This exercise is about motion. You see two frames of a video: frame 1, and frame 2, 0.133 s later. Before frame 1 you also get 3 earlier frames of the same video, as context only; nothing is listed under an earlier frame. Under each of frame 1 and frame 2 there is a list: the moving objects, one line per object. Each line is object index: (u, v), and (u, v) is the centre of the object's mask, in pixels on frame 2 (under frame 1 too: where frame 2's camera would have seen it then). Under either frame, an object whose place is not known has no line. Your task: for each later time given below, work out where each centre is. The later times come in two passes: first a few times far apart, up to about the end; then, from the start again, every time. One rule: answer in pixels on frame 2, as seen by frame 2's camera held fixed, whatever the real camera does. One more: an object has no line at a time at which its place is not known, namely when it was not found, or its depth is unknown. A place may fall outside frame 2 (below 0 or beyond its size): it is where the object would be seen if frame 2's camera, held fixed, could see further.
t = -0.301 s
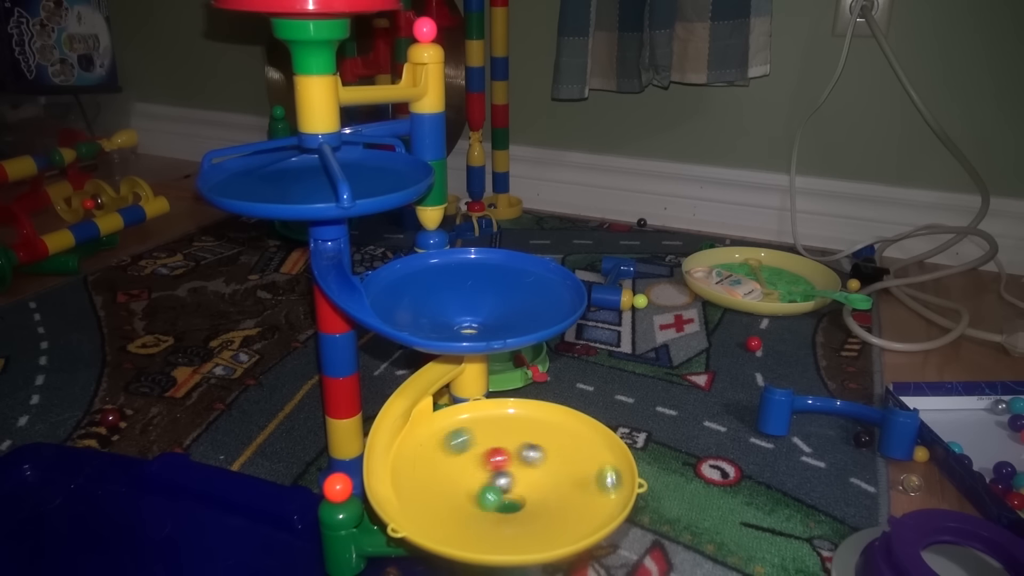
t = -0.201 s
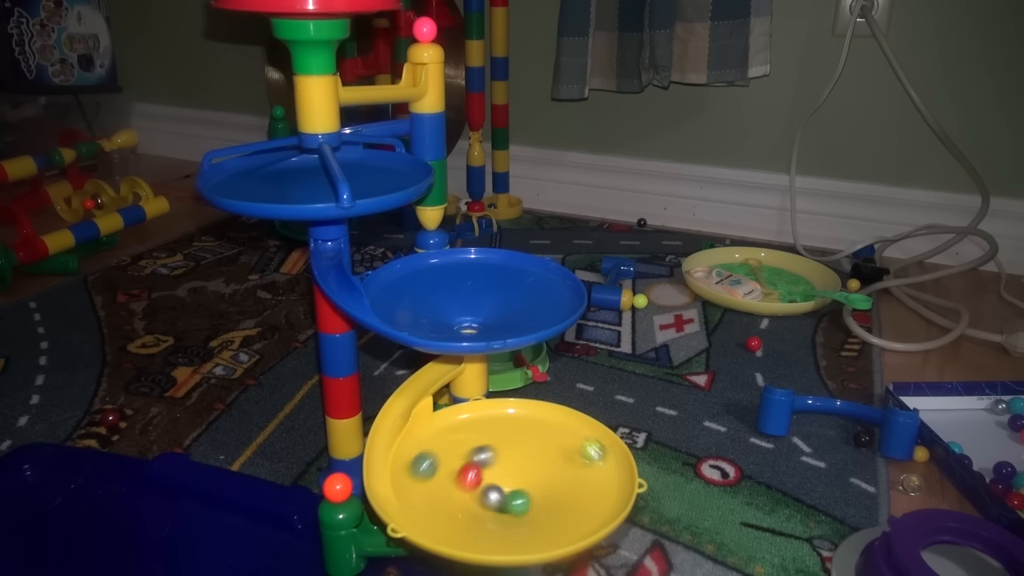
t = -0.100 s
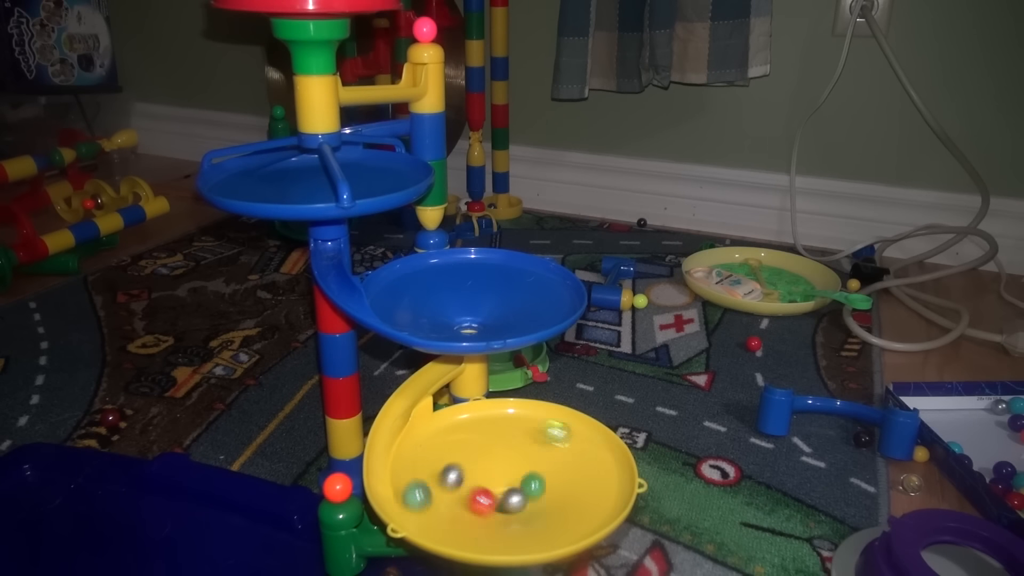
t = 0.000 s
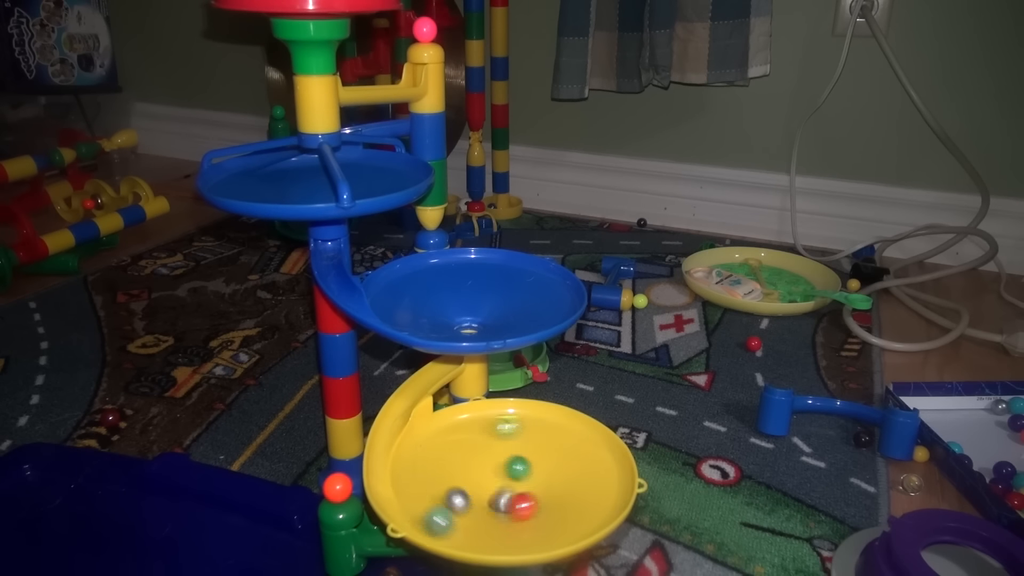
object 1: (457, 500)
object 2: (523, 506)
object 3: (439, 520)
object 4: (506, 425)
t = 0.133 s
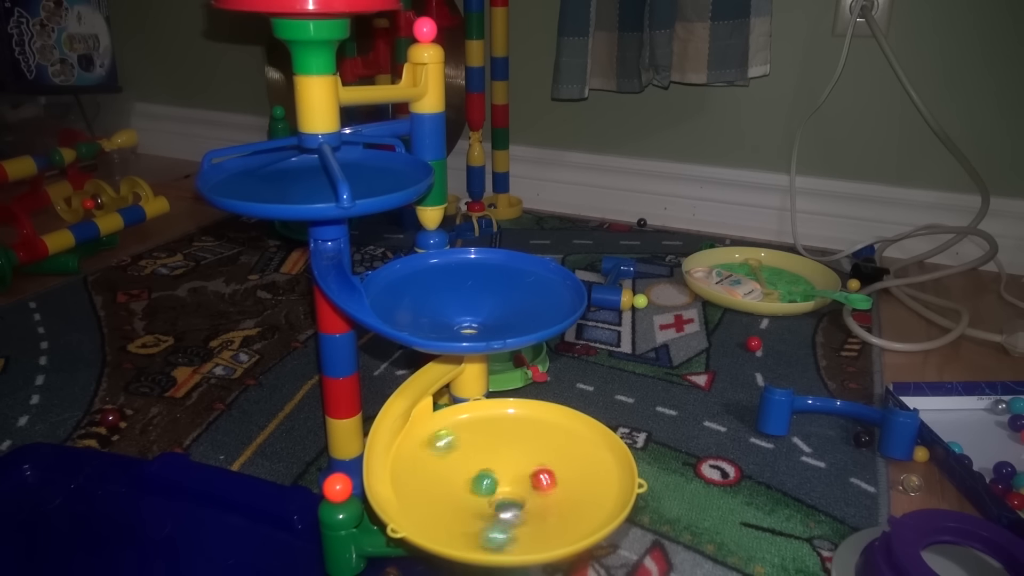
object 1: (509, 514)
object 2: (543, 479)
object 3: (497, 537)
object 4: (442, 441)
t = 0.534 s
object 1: (479, 452)
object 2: (507, 506)
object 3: (545, 438)
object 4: (480, 535)
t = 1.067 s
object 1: (537, 463)
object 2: (512, 505)
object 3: (484, 518)
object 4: (516, 427)
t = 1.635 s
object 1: (538, 471)
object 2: (525, 502)
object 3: (488, 446)
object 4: (525, 526)
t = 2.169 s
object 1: (546, 482)
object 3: (557, 501)
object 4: (474, 447)
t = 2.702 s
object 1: (539, 492)
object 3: (456, 495)
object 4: (559, 504)
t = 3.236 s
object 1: (537, 494)
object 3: (494, 453)
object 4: (444, 488)
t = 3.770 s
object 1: (533, 491)
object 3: (554, 471)
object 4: (520, 449)
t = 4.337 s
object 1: (516, 475)
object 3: (537, 511)
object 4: (555, 488)
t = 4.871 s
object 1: (489, 479)
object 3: (458, 496)
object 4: (510, 510)
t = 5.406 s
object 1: (506, 502)
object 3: (476, 467)
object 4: (462, 490)
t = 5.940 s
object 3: (503, 457)
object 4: (473, 474)
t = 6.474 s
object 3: (518, 466)
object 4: (485, 466)
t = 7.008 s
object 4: (493, 462)
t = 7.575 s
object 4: (497, 467)
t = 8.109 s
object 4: (485, 478)
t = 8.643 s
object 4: (484, 494)
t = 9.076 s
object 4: (484, 490)
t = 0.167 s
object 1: (526, 511)
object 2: (536, 471)
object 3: (515, 535)
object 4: (430, 449)
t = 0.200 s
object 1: (538, 507)
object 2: (526, 466)
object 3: (533, 532)
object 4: (421, 457)
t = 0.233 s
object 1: (547, 500)
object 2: (513, 463)
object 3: (547, 527)
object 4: (414, 465)
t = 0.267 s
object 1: (552, 490)
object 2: (499, 463)
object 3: (560, 519)
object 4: (411, 475)
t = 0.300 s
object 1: (552, 479)
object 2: (487, 466)
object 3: (569, 511)
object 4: (409, 486)
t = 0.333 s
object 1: (548, 469)
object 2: (477, 472)
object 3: (576, 500)
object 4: (412, 495)
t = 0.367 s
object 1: (540, 461)
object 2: (471, 480)
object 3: (579, 489)
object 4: (418, 504)
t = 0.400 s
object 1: (529, 454)
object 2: (470, 487)
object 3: (579, 476)
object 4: (426, 513)
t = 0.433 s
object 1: (517, 450)
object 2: (474, 495)
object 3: (575, 466)
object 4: (436, 521)
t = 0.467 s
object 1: (504, 448)
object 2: (482, 501)
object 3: (567, 455)
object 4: (449, 528)
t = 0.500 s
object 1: (491, 449)
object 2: (494, 505)
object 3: (557, 446)
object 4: (464, 531)
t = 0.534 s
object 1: (479, 452)
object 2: (507, 506)
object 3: (545, 438)
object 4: (480, 535)
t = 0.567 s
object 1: (470, 458)
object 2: (521, 504)
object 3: (531, 432)
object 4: (498, 536)
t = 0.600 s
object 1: (463, 466)
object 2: (531, 498)
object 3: (517, 428)
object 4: (517, 535)
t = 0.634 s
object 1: (460, 475)
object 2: (538, 491)
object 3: (503, 426)
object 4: (533, 532)
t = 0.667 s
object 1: (460, 485)
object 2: (539, 482)
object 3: (488, 426)
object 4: (549, 527)
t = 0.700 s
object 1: (467, 495)
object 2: (535, 474)
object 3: (474, 427)
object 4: (562, 518)
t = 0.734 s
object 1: (478, 502)
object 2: (527, 467)
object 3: (462, 431)
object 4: (573, 509)
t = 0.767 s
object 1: (492, 506)
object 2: (516, 463)
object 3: (451, 436)
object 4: (579, 499)
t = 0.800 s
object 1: (507, 508)
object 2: (505, 462)
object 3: (442, 444)
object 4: (584, 489)
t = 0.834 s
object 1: (525, 510)
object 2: (493, 464)
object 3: (434, 452)
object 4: (585, 479)
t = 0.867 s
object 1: (540, 504)
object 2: (484, 470)
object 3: (431, 461)
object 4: (583, 468)
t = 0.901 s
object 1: (550, 497)
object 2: (478, 477)
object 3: (430, 472)
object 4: (577, 458)
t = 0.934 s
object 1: (555, 491)
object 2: (476, 486)
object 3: (433, 482)
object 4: (569, 449)
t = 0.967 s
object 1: (557, 482)
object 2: (480, 494)
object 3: (439, 493)
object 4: (558, 441)
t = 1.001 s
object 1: (554, 474)
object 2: (488, 501)
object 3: (450, 503)
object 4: (546, 436)
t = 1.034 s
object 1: (547, 467)
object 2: (499, 505)
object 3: (464, 511)
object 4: (532, 429)
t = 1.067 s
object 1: (537, 463)
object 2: (512, 505)
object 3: (484, 518)
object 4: (516, 427)
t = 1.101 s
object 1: (524, 459)
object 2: (524, 503)
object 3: (502, 522)
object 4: (502, 425)
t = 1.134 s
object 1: (509, 459)
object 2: (533, 498)
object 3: (521, 522)
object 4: (487, 426)
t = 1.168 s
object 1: (493, 462)
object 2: (537, 491)
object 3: (538, 519)
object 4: (474, 429)
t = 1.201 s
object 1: (480, 467)
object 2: (538, 483)
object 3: (555, 514)
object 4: (460, 432)
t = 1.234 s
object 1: (470, 474)
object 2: (535, 474)
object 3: (568, 507)
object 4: (448, 438)
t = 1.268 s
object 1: (464, 481)
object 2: (527, 467)
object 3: (578, 500)
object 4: (438, 447)
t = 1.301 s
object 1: (464, 490)
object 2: (518, 463)
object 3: (585, 491)
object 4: (432, 455)
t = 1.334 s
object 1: (468, 497)
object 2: (506, 461)
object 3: (588, 482)
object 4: (427, 464)
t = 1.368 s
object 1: (475, 504)
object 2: (495, 463)
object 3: (587, 473)
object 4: (426, 475)
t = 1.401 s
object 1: (487, 508)
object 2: (486, 468)
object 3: (583, 465)
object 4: (428, 485)
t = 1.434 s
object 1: (503, 509)
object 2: (480, 476)
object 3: (576, 457)
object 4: (434, 496)
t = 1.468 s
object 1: (516, 508)
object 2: (478, 485)
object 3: (566, 451)
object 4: (445, 505)
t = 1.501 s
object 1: (528, 504)
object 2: (481, 494)
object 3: (554, 447)
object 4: (456, 515)
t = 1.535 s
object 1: (539, 498)
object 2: (489, 499)
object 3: (540, 443)
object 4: (471, 520)
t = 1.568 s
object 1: (543, 490)
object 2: (500, 503)
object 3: (523, 442)
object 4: (488, 524)
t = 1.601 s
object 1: (543, 480)
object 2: (514, 503)
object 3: (506, 443)
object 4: (505, 525)
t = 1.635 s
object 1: (538, 471)
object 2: (525, 502)
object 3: (488, 446)
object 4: (525, 526)
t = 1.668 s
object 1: (529, 464)
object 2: (533, 499)
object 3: (473, 450)
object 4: (544, 521)
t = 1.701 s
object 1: (517, 459)
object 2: (538, 494)
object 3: (459, 458)
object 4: (559, 518)
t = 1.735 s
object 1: (505, 458)
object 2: (537, 486)
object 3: (449, 466)
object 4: (569, 511)
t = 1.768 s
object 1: (492, 460)
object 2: (532, 480)
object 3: (443, 475)
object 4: (579, 503)
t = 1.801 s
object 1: (482, 464)
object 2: (522, 473)
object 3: (440, 485)
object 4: (585, 493)
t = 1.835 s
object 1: (475, 471)
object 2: (510, 469)
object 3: (442, 494)
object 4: (588, 484)
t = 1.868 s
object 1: (471, 480)
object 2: (497, 468)
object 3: (446, 503)
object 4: (587, 474)
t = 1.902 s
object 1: (472, 489)
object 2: (485, 470)
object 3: (453, 510)
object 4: (583, 466)
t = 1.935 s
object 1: (481, 497)
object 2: (478, 474)
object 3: (464, 517)
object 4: (576, 458)
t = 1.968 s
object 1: (491, 502)
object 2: (473, 480)
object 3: (479, 521)
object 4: (566, 451)
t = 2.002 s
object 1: (505, 504)
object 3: (494, 523)
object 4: (554, 447)
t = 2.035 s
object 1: (519, 505)
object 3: (509, 524)
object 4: (540, 443)
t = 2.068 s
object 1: (531, 502)
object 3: (524, 522)
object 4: (524, 440)
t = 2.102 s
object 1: (541, 497)
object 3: (538, 518)
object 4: (506, 440)
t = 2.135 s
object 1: (545, 490)
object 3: (547, 511)
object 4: (491, 442)
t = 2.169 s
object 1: (546, 482)
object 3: (557, 501)
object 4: (474, 447)
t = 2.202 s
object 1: (543, 475)
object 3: (561, 492)
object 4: (460, 452)
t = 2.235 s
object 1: (536, 468)
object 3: (561, 481)
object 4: (448, 459)
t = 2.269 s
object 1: (526, 464)
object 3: (557, 471)
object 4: (441, 466)
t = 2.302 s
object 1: (512, 461)
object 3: (548, 461)
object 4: (436, 477)
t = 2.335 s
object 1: (500, 462)
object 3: (536, 452)
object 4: (434, 485)
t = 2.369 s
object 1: (486, 465)
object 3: (523, 446)
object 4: (437, 495)
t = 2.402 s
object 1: (477, 472)
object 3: (508, 442)
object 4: (444, 504)
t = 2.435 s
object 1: (471, 479)
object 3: (494, 441)
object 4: (451, 512)
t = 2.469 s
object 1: (470, 488)
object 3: (481, 442)
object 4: (463, 518)
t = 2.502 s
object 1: (474, 495)
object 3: (469, 445)
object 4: (475, 524)
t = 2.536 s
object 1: (483, 501)
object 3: (458, 450)
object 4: (492, 525)
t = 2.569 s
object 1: (495, 506)
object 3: (450, 457)
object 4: (509, 526)
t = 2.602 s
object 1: (508, 505)
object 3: (446, 466)
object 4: (524, 523)
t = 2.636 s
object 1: (523, 504)
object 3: (445, 475)
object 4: (539, 519)
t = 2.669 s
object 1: (533, 499)
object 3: (448, 485)
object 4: (552, 512)
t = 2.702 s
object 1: (539, 492)
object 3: (456, 495)
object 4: (559, 504)
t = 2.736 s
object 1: (541, 484)
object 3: (467, 504)
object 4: (565, 492)
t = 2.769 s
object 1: (537, 476)
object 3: (482, 510)
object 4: (566, 483)
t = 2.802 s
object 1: (530, 470)
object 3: (502, 512)
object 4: (564, 474)
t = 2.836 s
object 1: (519, 466)
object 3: (520, 513)
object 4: (558, 464)
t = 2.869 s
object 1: (506, 464)
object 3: (537, 510)
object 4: (548, 455)
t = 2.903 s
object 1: (494, 466)
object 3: (551, 504)
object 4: (535, 448)
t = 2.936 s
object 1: (484, 470)
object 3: (561, 495)
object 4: (521, 443)
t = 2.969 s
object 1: (476, 477)
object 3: (567, 487)
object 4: (507, 441)
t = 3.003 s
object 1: (473, 485)
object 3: (568, 478)
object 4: (492, 441)
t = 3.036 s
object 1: (474, 493)
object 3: (567, 470)
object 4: (479, 442)
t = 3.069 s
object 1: (482, 500)
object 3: (560, 462)
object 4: (465, 446)
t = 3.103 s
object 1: (494, 504)
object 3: (551, 456)
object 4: (455, 452)
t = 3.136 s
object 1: (505, 506)
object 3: (540, 451)
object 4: (448, 459)
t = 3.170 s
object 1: (520, 504)
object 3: (526, 449)
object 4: (442, 468)
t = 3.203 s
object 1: (531, 500)
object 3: (510, 450)
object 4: (441, 478)
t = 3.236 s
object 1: (537, 494)
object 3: (494, 453)
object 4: (444, 488)
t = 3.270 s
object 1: (539, 487)
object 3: (481, 458)
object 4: (451, 497)
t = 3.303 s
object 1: (535, 479)
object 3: (469, 465)
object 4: (461, 505)
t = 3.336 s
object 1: (528, 473)
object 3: (460, 474)
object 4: (475, 512)
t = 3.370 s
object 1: (517, 468)
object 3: (457, 483)
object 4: (494, 516)
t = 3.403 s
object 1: (504, 468)
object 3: (457, 493)
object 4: (513, 519)
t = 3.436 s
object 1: (492, 470)
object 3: (463, 501)
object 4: (531, 515)
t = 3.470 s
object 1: (483, 474)
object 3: (472, 508)
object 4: (544, 510)
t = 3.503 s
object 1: (476, 481)
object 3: (484, 514)
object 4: (558, 503)
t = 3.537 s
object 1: (474, 489)
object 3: (496, 516)
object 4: (566, 494)
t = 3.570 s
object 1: (479, 496)
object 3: (511, 514)
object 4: (569, 486)
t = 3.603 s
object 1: (488, 501)
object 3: (526, 514)
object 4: (570, 475)
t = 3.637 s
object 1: (499, 504)
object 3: (538, 509)
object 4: (566, 467)
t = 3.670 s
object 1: (511, 505)
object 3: (547, 502)
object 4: (559, 461)
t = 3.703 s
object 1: (524, 502)
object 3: (551, 494)
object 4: (549, 455)
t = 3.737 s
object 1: (530, 497)
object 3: (554, 483)
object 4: (536, 451)
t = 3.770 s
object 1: (533, 491)
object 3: (554, 471)
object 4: (520, 449)
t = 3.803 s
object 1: (530, 483)
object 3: (549, 461)
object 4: (506, 449)
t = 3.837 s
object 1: (522, 477)
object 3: (541, 452)
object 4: (491, 452)
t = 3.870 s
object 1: (511, 473)
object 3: (531, 446)
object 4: (476, 456)
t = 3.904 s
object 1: (500, 472)
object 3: (520, 442)
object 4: (465, 464)
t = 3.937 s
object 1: (490, 474)
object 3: (507, 440)
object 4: (456, 473)
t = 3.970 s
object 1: (482, 478)
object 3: (495, 442)
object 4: (452, 482)
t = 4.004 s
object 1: (479, 484)
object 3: (484, 445)
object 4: (453, 492)
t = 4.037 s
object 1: (481, 490)
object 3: (474, 451)
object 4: (457, 501)
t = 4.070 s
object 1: (487, 496)
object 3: (465, 460)
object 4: (465, 508)
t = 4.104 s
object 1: (498, 501)
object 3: (460, 470)
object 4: (478, 514)
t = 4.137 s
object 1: (510, 501)
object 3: (460, 481)
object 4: (491, 516)
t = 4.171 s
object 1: (521, 499)
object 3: (465, 492)
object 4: (508, 519)
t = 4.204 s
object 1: (529, 494)
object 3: (475, 501)
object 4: (524, 516)
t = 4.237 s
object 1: (533, 488)
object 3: (489, 508)
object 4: (535, 512)
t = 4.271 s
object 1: (531, 482)
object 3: (506, 511)
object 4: (545, 505)
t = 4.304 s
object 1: (526, 477)
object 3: (521, 513)
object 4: (552, 497)
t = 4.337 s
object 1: (516, 475)
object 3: (537, 511)
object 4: (555, 488)
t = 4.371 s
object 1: (506, 475)
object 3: (548, 506)
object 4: (553, 479)
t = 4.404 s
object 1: (494, 478)
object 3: (558, 499)
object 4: (547, 468)
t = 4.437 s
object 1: (488, 483)
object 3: (563, 493)
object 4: (537, 462)
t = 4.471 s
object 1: (484, 490)
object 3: (564, 485)
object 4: (524, 456)
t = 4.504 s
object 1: (485, 496)
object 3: (561, 478)
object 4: (508, 452)
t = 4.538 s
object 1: (491, 501)
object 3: (553, 471)
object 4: (494, 452)
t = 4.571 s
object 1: (500, 503)
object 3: (543, 465)
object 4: (480, 454)
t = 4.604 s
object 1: (510, 503)
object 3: (529, 461)
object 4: (470, 457)
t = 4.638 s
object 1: (519, 500)
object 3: (511, 460)
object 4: (462, 464)
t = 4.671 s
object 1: (525, 495)
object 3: (494, 461)
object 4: (455, 472)
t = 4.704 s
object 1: (526, 488)
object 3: (479, 463)
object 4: (454, 480)
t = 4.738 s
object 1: (521, 480)
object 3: (467, 467)
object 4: (457, 490)
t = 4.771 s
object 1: (514, 475)
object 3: (458, 474)
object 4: (466, 500)
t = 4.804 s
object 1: (504, 473)
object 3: (454, 481)
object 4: (477, 506)
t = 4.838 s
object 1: (495, 475)
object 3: (454, 489)
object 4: (492, 510)
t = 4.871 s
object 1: (489, 479)
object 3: (458, 496)
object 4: (510, 510)
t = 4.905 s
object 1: (487, 485)
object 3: (466, 503)
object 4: (527, 509)
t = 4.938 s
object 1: (489, 490)
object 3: (479, 508)
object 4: (540, 504)
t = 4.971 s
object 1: (495, 494)
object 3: (494, 512)
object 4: (550, 496)
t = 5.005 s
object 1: (503, 497)
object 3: (508, 512)
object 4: (556, 487)
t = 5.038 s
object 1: (515, 496)
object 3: (524, 512)
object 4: (556, 478)
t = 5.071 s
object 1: (523, 493)
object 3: (537, 507)
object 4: (552, 470)
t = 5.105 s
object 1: (526, 490)
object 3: (547, 500)
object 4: (544, 464)
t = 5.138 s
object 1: (526, 483)
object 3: (553, 493)
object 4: (533, 459)
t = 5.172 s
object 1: (520, 479)
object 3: (554, 485)
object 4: (520, 456)
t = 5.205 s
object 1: (511, 478)
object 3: (551, 477)
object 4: (506, 456)
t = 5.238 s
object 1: (501, 480)
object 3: (544, 471)
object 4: (491, 456)
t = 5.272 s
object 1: (493, 486)
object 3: (533, 465)
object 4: (479, 459)
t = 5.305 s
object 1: (490, 492)
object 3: (519, 461)
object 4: (469, 465)
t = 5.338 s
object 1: (492, 498)
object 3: (504, 461)
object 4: (463, 472)
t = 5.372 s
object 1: (499, 502)
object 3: (489, 463)
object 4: (460, 482)
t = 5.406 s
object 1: (506, 502)
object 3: (476, 467)
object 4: (462, 490)
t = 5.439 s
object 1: (515, 501)
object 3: (467, 472)
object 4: (472, 499)
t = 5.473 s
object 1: (521, 498)
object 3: (462, 481)
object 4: (482, 506)
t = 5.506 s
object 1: (522, 492)
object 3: (462, 489)
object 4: (497, 508)
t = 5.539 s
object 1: (518, 485)
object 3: (467, 496)
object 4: (511, 509)
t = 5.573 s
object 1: (509, 482)
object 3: (476, 503)
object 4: (527, 507)
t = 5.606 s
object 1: (499, 480)
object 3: (489, 507)
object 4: (539, 502)
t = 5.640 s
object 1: (490, 483)
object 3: (505, 508)
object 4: (546, 493)
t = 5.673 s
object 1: (487, 488)
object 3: (516, 506)
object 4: (550, 484)
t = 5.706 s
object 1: (487, 493)
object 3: (532, 501)
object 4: (548, 476)
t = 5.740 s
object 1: (492, 498)
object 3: (541, 493)
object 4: (542, 468)
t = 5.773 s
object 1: (505, 501)
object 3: (544, 484)
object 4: (533, 463)
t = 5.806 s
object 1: (513, 500)
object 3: (542, 474)
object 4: (521, 460)
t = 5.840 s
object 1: (521, 495)
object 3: (535, 466)
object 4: (506, 460)
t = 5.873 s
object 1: (522, 489)
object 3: (526, 461)
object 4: (492, 462)
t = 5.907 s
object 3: (515, 457)
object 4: (480, 466)
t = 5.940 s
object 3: (503, 457)
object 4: (473, 474)
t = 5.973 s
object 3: (491, 459)
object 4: (467, 482)
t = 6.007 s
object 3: (481, 463)
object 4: (467, 492)
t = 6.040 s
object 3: (473, 470)
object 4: (473, 499)
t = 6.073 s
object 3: (469, 479)
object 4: (481, 505)
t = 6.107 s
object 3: (470, 489)
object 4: (495, 508)
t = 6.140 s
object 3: (476, 497)
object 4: (510, 509)
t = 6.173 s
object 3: (493, 503)
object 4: (524, 507)
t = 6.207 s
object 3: (504, 507)
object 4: (534, 500)
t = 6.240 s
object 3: (514, 506)
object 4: (541, 493)
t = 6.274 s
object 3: (531, 503)
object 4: (544, 483)
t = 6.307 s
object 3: (540, 498)
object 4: (540, 475)
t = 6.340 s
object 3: (545, 489)
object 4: (531, 468)
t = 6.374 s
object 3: (545, 482)
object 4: (521, 464)
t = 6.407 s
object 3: (540, 475)
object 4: (508, 462)
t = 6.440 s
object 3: (530, 470)
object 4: (496, 463)
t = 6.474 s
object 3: (518, 466)
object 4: (485, 466)
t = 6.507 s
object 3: (504, 465)
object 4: (476, 471)
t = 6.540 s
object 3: (493, 467)
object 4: (472, 479)
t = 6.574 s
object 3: (482, 470)
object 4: (472, 487)
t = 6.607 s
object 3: (473, 477)
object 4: (478, 497)
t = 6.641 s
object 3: (470, 485)
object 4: (486, 503)
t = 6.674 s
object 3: (473, 494)
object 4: (502, 506)
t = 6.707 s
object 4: (512, 506)
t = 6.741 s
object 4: (525, 503)
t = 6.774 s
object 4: (536, 499)
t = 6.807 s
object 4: (540, 491)
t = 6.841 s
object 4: (542, 481)
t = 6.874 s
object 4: (537, 472)
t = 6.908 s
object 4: (529, 466)
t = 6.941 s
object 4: (517, 463)
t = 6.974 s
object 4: (504, 461)
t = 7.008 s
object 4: (493, 462)
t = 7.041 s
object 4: (481, 463)
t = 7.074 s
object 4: (472, 467)
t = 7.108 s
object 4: (466, 475)
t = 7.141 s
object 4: (464, 484)
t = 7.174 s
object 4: (468, 492)
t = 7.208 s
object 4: (476, 499)
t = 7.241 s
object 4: (485, 504)
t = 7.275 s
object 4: (497, 507)
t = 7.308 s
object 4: (506, 506)
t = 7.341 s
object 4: (521, 504)
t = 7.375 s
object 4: (529, 499)
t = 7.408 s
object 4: (534, 491)
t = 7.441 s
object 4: (534, 482)
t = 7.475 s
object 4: (526, 473)
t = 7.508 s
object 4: (518, 470)
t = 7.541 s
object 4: (507, 467)
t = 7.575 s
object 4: (497, 467)
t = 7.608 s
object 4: (487, 470)
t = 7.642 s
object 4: (481, 476)
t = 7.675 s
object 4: (478, 485)
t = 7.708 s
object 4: (482, 494)
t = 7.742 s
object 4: (489, 500)
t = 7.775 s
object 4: (501, 503)
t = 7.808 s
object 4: (509, 505)
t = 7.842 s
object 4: (524, 503)
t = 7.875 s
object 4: (532, 498)
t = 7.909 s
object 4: (535, 491)
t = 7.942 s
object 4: (533, 485)
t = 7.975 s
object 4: (527, 477)
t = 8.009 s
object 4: (517, 474)
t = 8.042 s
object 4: (505, 473)
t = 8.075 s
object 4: (494, 474)
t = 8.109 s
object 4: (485, 478)
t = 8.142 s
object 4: (480, 483)
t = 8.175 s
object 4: (479, 490)
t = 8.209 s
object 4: (483, 497)
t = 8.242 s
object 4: (491, 501)
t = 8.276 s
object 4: (505, 504)
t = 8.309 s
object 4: (514, 501)
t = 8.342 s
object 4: (525, 498)
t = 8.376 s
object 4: (531, 491)
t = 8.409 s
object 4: (532, 483)
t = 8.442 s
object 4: (527, 477)
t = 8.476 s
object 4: (519, 473)
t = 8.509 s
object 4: (509, 473)
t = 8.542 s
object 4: (499, 474)
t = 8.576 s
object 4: (490, 479)
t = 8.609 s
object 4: (484, 485)
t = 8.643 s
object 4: (484, 494)
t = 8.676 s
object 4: (489, 499)
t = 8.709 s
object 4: (499, 503)
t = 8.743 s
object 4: (509, 506)
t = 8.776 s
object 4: (517, 502)
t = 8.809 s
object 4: (525, 497)
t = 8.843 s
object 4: (527, 492)
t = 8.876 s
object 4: (526, 484)
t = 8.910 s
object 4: (519, 479)
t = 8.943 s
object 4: (508, 474)
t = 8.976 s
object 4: (498, 474)
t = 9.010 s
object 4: (490, 477)
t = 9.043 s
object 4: (485, 483)
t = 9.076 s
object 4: (484, 490)
